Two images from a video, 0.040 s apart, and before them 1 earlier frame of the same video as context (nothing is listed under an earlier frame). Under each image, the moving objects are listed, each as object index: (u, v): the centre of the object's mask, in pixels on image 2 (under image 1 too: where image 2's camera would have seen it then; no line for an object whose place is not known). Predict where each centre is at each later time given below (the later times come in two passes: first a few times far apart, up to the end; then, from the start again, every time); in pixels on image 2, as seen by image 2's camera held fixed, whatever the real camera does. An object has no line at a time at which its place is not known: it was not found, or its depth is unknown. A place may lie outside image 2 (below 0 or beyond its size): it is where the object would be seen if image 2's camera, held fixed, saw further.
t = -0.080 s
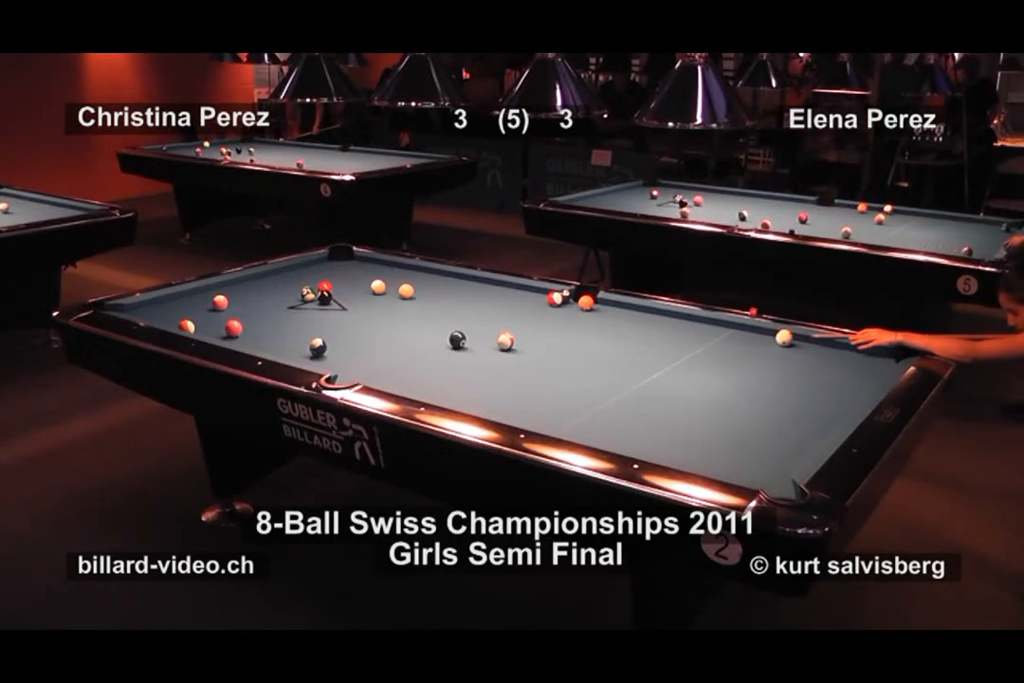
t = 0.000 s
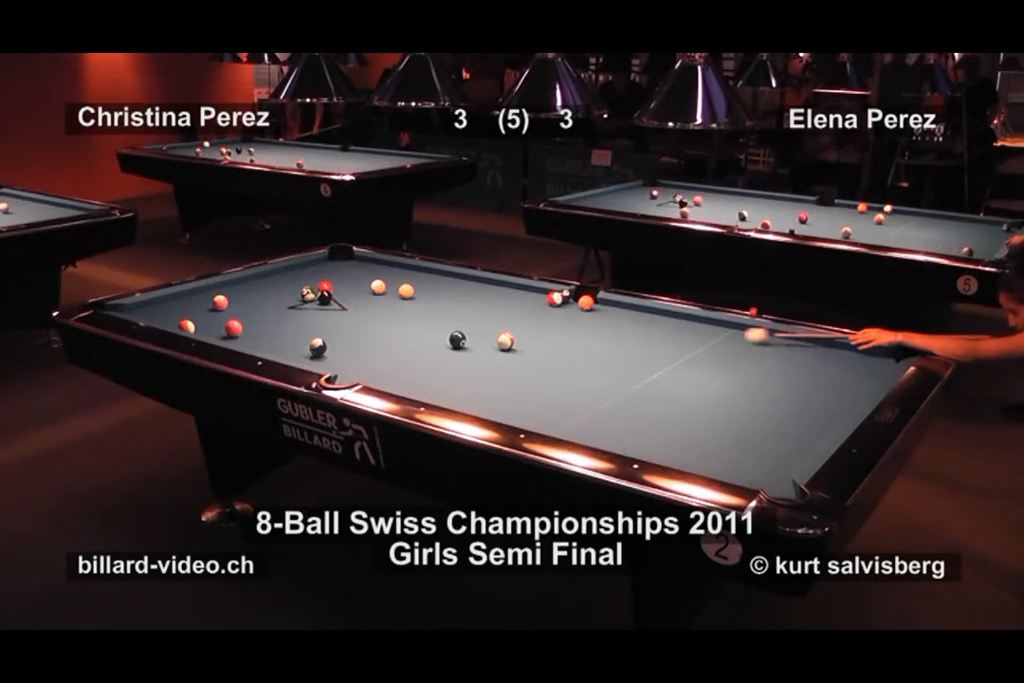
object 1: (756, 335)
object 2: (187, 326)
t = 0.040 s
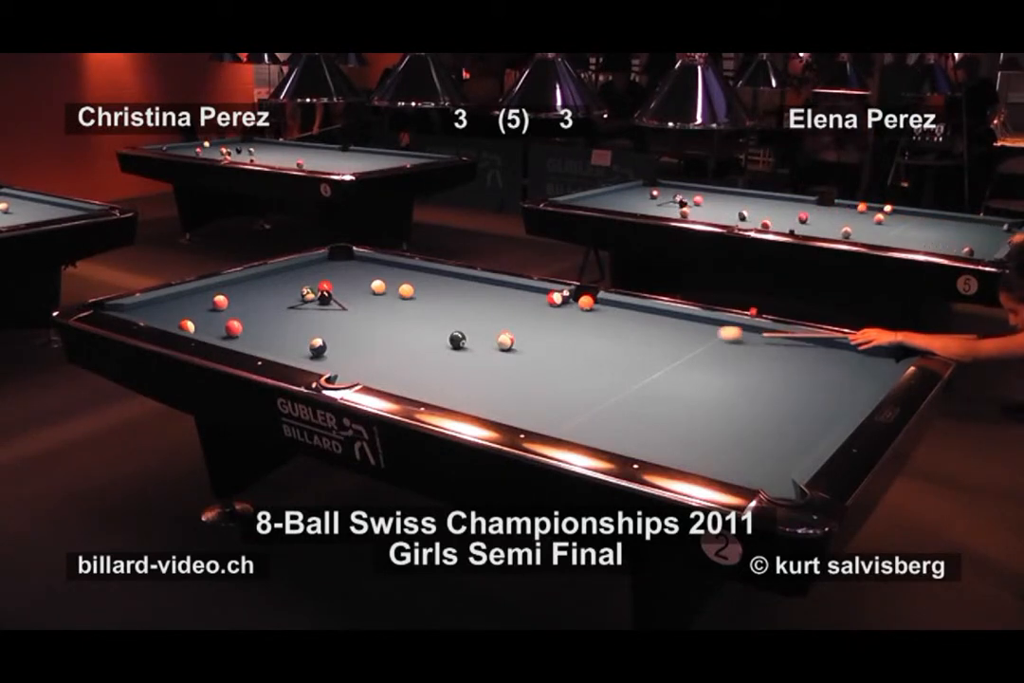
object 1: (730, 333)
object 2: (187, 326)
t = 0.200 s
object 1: (631, 327)
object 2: (187, 326)
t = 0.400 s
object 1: (512, 320)
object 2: (187, 326)
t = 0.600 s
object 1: (397, 313)
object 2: (187, 326)
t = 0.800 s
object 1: (290, 306)
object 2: (187, 326)
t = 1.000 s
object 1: (233, 300)
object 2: (187, 326)
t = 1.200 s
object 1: (216, 295)
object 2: (187, 326)
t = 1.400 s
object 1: (197, 290)
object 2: (187, 326)
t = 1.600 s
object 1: (207, 293)
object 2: (188, 327)
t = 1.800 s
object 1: (216, 295)
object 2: (199, 330)
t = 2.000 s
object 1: (226, 298)
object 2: (212, 332)
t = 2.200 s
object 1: (235, 301)
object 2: (222, 334)
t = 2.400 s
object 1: (244, 303)
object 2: (234, 336)
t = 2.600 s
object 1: (252, 305)
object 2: (244, 338)
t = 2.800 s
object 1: (260, 308)
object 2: (254, 339)
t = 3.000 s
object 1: (268, 310)
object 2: (262, 340)
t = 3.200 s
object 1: (275, 312)
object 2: (270, 342)
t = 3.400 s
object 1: (283, 314)
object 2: (278, 343)
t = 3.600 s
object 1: (290, 316)
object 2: (285, 344)
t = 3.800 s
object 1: (297, 317)
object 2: (291, 345)
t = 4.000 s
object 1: (303, 318)
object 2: (295, 346)
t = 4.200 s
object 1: (308, 320)
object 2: (299, 347)
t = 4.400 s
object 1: (313, 321)
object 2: (300, 347)
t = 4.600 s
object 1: (317, 321)
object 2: (300, 347)
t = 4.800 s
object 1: (321, 322)
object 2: (300, 348)
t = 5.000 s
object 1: (323, 322)
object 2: (300, 347)
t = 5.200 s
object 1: (325, 323)
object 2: (300, 347)
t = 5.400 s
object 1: (327, 323)
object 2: (300, 347)
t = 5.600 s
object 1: (329, 324)
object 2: (300, 347)
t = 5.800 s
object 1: (329, 324)
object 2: (300, 347)
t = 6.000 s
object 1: (329, 324)
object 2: (300, 347)
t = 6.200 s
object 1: (329, 324)
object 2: (300, 347)
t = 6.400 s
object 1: (329, 324)
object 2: (300, 347)
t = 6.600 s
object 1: (329, 323)
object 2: (301, 347)
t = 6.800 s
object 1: (329, 323)
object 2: (300, 347)
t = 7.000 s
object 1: (329, 323)
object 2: (300, 347)
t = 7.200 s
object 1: (329, 323)
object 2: (300, 347)
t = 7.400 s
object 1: (329, 324)
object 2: (300, 348)
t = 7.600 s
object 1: (329, 323)
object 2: (300, 347)
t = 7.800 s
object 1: (328, 323)
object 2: (300, 347)
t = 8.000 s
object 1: (329, 323)
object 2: (300, 347)
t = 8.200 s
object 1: (328, 323)
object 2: (300, 347)
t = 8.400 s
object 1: (328, 323)
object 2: (300, 347)
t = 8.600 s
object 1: (328, 323)
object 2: (300, 347)
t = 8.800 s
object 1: (328, 323)
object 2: (300, 347)
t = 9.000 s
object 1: (328, 323)
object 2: (300, 347)
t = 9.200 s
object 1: (328, 323)
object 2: (300, 347)
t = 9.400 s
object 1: (328, 323)
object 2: (300, 347)
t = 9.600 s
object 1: (328, 323)
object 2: (300, 347)
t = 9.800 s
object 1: (328, 323)
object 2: (300, 347)
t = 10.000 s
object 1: (328, 323)
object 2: (300, 347)
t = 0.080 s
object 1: (705, 332)
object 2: (187, 326)
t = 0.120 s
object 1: (680, 330)
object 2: (187, 326)
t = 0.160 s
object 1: (656, 329)
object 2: (187, 326)
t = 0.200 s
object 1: (631, 327)
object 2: (187, 326)
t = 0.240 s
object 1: (608, 326)
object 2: (187, 326)
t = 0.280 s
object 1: (583, 324)
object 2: (187, 326)
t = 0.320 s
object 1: (559, 323)
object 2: (187, 326)
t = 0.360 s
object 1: (534, 321)
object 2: (187, 326)
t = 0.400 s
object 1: (512, 320)
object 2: (187, 326)
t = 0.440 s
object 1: (489, 319)
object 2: (187, 326)
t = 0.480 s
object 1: (465, 317)
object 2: (187, 326)
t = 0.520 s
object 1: (443, 316)
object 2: (187, 326)
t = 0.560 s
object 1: (420, 314)
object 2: (187, 326)
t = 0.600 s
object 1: (397, 313)
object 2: (187, 326)
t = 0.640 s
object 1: (376, 311)
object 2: (187, 326)
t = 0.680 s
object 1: (354, 310)
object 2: (187, 326)
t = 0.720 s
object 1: (332, 309)
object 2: (187, 326)
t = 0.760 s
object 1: (311, 307)
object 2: (187, 326)
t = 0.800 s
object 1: (290, 306)
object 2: (187, 326)
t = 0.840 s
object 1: (269, 304)
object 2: (187, 326)
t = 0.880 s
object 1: (249, 303)
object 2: (187, 326)
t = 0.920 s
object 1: (234, 302)
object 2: (187, 326)
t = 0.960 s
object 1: (235, 301)
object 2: (187, 326)
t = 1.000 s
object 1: (233, 300)
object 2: (187, 326)
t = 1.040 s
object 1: (232, 299)
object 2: (187, 326)
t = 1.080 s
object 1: (229, 298)
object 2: (187, 326)
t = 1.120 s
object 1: (224, 297)
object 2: (187, 326)
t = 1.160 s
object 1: (220, 296)
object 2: (187, 326)
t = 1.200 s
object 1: (216, 295)
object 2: (187, 326)
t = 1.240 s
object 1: (212, 294)
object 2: (187, 326)
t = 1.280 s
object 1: (208, 293)
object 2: (187, 326)
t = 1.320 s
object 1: (204, 292)
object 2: (187, 326)
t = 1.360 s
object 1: (200, 291)
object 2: (187, 326)
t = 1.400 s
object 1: (197, 290)
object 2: (187, 326)
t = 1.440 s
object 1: (198, 290)
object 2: (187, 326)
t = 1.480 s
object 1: (201, 291)
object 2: (187, 326)
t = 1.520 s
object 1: (203, 291)
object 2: (187, 326)
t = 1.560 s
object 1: (205, 292)
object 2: (188, 327)
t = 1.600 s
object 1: (207, 293)
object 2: (188, 327)
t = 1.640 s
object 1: (208, 293)
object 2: (190, 329)
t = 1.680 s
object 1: (211, 294)
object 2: (192, 329)
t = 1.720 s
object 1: (212, 294)
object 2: (195, 329)
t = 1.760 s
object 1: (214, 295)
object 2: (198, 330)
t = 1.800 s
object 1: (216, 295)
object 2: (199, 330)
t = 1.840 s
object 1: (218, 296)
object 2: (202, 330)
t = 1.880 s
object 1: (220, 296)
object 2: (204, 330)
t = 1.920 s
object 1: (222, 297)
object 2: (207, 331)
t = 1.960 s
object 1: (224, 298)
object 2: (209, 331)
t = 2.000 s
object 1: (226, 298)
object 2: (212, 332)
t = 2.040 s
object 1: (228, 299)
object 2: (214, 332)
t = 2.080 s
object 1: (230, 299)
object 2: (216, 332)
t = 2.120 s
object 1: (232, 299)
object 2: (218, 332)
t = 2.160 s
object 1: (234, 300)
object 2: (220, 333)
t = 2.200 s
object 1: (235, 301)
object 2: (222, 334)
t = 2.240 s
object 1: (237, 301)
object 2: (224, 334)
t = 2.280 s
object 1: (239, 302)
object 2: (227, 334)
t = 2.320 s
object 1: (240, 302)
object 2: (229, 335)
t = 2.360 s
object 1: (242, 302)
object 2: (231, 335)
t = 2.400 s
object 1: (244, 303)
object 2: (234, 336)
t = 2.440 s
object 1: (246, 303)
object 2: (236, 337)
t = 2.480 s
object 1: (247, 304)
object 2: (238, 337)
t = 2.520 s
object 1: (249, 304)
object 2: (240, 337)
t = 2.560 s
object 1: (251, 305)
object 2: (242, 337)
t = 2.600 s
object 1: (252, 305)
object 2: (244, 338)
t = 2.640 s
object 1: (254, 306)
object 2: (246, 338)
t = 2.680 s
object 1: (255, 306)
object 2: (248, 338)
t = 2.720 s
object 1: (257, 307)
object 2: (250, 338)
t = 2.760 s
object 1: (259, 307)
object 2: (252, 338)
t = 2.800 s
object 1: (260, 308)
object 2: (254, 339)
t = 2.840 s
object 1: (261, 309)
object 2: (255, 340)
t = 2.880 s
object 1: (263, 309)
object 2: (257, 340)
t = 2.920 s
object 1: (265, 310)
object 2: (259, 340)
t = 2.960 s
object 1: (266, 310)
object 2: (260, 340)
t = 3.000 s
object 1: (268, 310)
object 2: (262, 340)
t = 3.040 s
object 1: (269, 310)
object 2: (264, 340)
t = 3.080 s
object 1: (271, 311)
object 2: (265, 341)
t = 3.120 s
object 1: (273, 311)
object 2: (267, 341)
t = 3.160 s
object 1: (274, 312)
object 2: (269, 342)
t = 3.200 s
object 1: (275, 312)
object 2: (270, 342)
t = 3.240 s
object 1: (277, 313)
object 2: (272, 342)
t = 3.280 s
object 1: (278, 313)
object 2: (273, 342)
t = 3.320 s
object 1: (280, 313)
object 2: (275, 343)
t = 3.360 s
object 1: (282, 314)
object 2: (277, 343)
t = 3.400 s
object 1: (283, 314)
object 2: (278, 343)
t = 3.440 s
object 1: (284, 314)
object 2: (279, 343)
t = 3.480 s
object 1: (286, 315)
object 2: (280, 343)
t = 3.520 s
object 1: (287, 315)
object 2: (282, 344)
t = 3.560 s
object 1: (289, 315)
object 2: (283, 344)
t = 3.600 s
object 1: (290, 316)
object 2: (285, 344)
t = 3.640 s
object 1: (292, 316)
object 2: (286, 344)
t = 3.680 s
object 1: (293, 316)
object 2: (287, 345)
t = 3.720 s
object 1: (294, 316)
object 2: (289, 345)
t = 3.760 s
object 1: (295, 317)
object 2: (290, 345)
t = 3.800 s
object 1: (297, 317)
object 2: (291, 345)
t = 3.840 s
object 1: (298, 317)
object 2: (292, 345)
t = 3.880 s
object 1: (299, 317)
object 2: (293, 345)
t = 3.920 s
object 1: (300, 318)
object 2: (294, 346)
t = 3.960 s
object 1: (302, 318)
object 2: (295, 346)
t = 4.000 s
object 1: (303, 318)
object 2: (295, 346)
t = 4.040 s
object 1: (304, 319)
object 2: (296, 346)
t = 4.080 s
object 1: (305, 319)
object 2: (297, 346)
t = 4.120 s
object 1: (306, 319)
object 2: (298, 346)
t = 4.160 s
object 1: (307, 319)
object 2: (299, 347)
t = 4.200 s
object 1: (308, 320)
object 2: (299, 347)
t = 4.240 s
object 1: (309, 320)
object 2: (300, 347)
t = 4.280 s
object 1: (310, 320)
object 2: (300, 347)
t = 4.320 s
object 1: (311, 320)
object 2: (300, 347)
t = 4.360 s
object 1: (312, 320)
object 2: (300, 347)
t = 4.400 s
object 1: (313, 321)
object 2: (300, 347)
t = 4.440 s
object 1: (314, 321)
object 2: (300, 346)
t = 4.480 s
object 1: (314, 321)
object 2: (300, 347)
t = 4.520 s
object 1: (315, 321)
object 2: (300, 347)
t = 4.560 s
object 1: (316, 321)
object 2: (300, 347)
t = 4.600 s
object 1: (317, 321)
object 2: (300, 347)
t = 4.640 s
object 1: (317, 321)
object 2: (300, 347)
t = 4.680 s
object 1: (318, 321)
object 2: (300, 347)
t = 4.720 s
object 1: (319, 321)
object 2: (300, 347)
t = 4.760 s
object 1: (320, 322)
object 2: (300, 348)
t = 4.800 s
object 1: (321, 322)
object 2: (300, 348)
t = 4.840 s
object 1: (322, 322)
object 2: (300, 348)
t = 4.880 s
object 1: (322, 322)
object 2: (300, 348)
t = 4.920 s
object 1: (323, 322)
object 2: (300, 347)
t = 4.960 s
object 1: (323, 322)
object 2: (300, 347)
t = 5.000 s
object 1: (323, 322)
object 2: (300, 347)
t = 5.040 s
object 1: (323, 322)
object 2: (300, 347)
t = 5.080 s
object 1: (324, 323)
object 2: (300, 347)
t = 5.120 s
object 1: (324, 323)
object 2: (300, 347)
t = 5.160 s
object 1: (325, 323)
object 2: (300, 347)
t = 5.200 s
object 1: (325, 323)
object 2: (300, 347)
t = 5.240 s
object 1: (326, 323)
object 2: (300, 347)
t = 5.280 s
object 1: (326, 323)
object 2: (300, 347)
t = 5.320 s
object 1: (326, 323)
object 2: (300, 347)
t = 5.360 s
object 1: (327, 323)
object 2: (300, 347)
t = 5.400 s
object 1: (327, 323)
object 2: (300, 347)
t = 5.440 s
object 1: (327, 323)
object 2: (300, 347)
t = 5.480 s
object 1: (328, 324)
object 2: (300, 347)
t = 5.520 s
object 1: (328, 324)
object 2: (300, 347)
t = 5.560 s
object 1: (328, 324)
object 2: (300, 347)
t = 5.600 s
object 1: (329, 324)
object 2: (300, 347)
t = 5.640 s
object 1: (329, 324)
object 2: (300, 347)
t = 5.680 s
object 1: (329, 324)
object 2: (300, 347)
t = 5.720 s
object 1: (329, 324)
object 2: (300, 347)
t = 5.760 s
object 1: (329, 324)
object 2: (300, 347)
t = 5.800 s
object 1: (329, 324)
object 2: (300, 347)
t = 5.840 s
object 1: (329, 324)
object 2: (300, 347)
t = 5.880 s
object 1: (329, 324)
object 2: (300, 347)
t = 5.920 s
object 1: (329, 324)
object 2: (300, 347)
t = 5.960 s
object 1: (329, 324)
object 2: (300, 347)
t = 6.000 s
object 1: (329, 324)
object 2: (300, 347)
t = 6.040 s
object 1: (329, 324)
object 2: (300, 347)
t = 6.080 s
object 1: (329, 324)
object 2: (300, 347)
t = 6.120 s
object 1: (329, 324)
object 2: (300, 347)
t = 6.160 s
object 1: (329, 324)
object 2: (300, 347)
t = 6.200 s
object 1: (329, 324)
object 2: (300, 347)
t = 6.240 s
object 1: (329, 323)
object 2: (300, 347)
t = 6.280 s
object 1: (329, 324)
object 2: (300, 347)
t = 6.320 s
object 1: (329, 324)
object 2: (300, 347)
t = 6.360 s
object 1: (329, 324)
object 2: (300, 347)
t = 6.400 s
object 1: (329, 324)
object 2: (300, 347)
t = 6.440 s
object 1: (329, 324)
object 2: (300, 347)
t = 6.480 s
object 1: (329, 323)
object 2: (301, 347)
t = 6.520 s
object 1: (329, 323)
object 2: (301, 347)
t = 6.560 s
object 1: (329, 323)
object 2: (301, 347)
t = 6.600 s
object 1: (329, 323)
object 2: (301, 347)
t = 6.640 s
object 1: (329, 323)
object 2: (301, 347)
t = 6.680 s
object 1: (329, 323)
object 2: (301, 347)
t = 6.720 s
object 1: (329, 323)
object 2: (301, 347)
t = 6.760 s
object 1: (329, 324)
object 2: (300, 347)
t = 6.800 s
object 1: (329, 323)
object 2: (300, 347)
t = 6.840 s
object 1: (329, 323)
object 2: (300, 347)
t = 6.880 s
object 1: (329, 323)
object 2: (300, 347)
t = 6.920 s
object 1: (329, 323)
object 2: (300, 347)
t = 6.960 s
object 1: (329, 323)
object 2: (300, 347)
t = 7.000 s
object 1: (329, 323)
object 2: (300, 347)
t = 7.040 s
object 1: (329, 323)
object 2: (300, 347)
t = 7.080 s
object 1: (329, 323)
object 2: (300, 347)
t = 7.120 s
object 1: (329, 323)
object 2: (300, 347)
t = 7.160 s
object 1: (329, 324)
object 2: (300, 347)
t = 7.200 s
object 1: (329, 323)
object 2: (300, 347)
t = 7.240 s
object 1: (329, 323)
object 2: (300, 347)
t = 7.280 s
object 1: (329, 324)
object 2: (300, 348)
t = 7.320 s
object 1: (329, 324)
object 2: (300, 348)
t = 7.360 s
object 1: (329, 324)
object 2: (300, 348)
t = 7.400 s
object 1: (329, 324)
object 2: (300, 348)
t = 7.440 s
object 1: (329, 324)
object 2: (300, 348)
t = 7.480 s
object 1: (329, 324)
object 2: (300, 348)
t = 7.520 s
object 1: (329, 323)
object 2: (300, 347)
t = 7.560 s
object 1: (329, 323)
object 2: (300, 347)
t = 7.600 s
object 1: (329, 323)
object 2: (300, 347)
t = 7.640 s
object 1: (329, 323)
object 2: (300, 347)
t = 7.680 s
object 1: (329, 323)
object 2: (300, 347)
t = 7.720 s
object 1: (329, 323)
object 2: (300, 347)
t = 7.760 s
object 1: (329, 323)
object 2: (300, 347)
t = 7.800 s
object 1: (328, 323)
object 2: (300, 347)
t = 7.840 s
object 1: (328, 323)
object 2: (300, 347)
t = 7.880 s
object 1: (328, 323)
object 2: (300, 347)
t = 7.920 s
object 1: (328, 323)
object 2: (300, 347)
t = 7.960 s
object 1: (328, 323)
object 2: (300, 347)
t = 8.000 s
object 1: (329, 323)
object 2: (300, 347)
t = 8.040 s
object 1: (329, 323)
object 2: (300, 347)
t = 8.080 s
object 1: (328, 323)
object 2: (300, 347)
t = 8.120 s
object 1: (328, 323)
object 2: (300, 347)
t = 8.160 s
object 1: (328, 323)
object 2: (300, 347)
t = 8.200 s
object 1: (328, 323)
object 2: (300, 347)
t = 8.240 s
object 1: (328, 323)
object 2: (300, 347)
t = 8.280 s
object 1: (328, 323)
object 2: (300, 347)
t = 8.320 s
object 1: (328, 323)
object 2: (300, 347)
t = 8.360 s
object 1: (328, 323)
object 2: (300, 347)
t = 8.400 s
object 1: (328, 323)
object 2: (300, 347)
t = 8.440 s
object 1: (328, 323)
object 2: (300, 347)
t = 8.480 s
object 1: (328, 323)
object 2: (300, 347)
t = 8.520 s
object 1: (328, 323)
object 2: (300, 347)
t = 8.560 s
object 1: (328, 323)
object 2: (300, 347)
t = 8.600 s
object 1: (328, 323)
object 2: (300, 347)
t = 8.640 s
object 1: (328, 323)
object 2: (300, 347)
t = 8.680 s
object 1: (328, 323)
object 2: (300, 347)
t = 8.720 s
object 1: (328, 323)
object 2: (300, 347)
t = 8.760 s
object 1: (328, 323)
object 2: (300, 347)
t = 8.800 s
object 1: (328, 323)
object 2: (300, 347)
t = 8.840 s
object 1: (328, 323)
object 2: (300, 347)
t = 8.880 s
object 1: (328, 323)
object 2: (300, 347)
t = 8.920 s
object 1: (328, 323)
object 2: (300, 347)
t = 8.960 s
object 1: (328, 323)
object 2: (300, 347)
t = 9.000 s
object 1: (328, 323)
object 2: (300, 347)
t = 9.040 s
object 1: (328, 323)
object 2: (300, 347)
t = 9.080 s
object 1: (328, 323)
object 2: (300, 347)
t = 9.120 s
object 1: (328, 323)
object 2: (300, 347)
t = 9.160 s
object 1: (328, 323)
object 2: (300, 347)
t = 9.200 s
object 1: (328, 323)
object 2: (300, 347)
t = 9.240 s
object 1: (328, 323)
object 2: (300, 347)
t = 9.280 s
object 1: (328, 323)
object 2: (300, 347)
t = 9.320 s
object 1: (328, 323)
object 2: (300, 347)
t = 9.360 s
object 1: (328, 323)
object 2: (300, 347)
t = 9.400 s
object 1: (328, 323)
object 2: (300, 347)
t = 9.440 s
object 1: (328, 323)
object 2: (300, 347)
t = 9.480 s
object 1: (328, 323)
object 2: (300, 347)
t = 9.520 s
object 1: (328, 323)
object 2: (300, 347)
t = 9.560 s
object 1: (328, 323)
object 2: (300, 347)
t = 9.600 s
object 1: (328, 323)
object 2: (300, 347)
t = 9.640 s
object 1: (328, 323)
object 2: (300, 347)
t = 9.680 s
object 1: (328, 323)
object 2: (300, 347)
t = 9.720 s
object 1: (328, 323)
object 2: (300, 347)
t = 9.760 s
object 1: (328, 323)
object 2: (300, 347)
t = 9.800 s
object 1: (328, 323)
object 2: (300, 347)
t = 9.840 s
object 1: (328, 323)
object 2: (300, 347)
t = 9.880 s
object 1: (328, 323)
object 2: (300, 347)
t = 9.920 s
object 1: (328, 323)
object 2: (300, 347)
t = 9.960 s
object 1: (328, 323)
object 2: (300, 347)
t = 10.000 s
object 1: (328, 323)
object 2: (300, 347)
